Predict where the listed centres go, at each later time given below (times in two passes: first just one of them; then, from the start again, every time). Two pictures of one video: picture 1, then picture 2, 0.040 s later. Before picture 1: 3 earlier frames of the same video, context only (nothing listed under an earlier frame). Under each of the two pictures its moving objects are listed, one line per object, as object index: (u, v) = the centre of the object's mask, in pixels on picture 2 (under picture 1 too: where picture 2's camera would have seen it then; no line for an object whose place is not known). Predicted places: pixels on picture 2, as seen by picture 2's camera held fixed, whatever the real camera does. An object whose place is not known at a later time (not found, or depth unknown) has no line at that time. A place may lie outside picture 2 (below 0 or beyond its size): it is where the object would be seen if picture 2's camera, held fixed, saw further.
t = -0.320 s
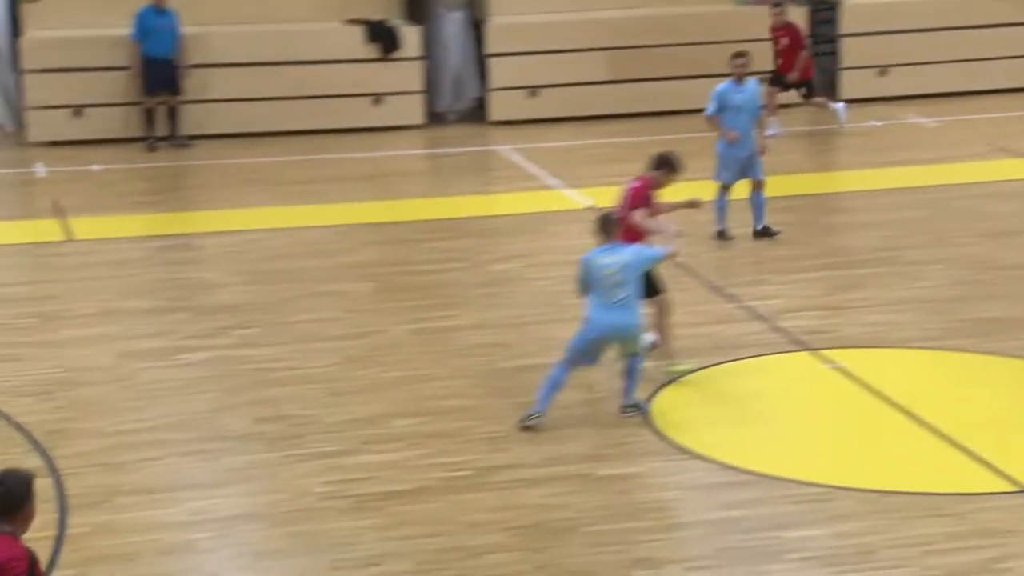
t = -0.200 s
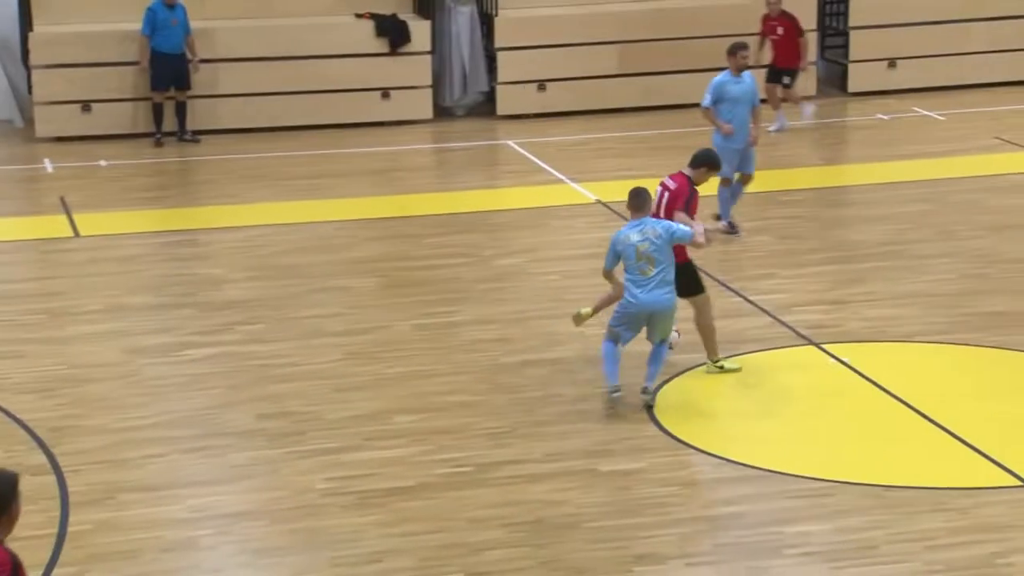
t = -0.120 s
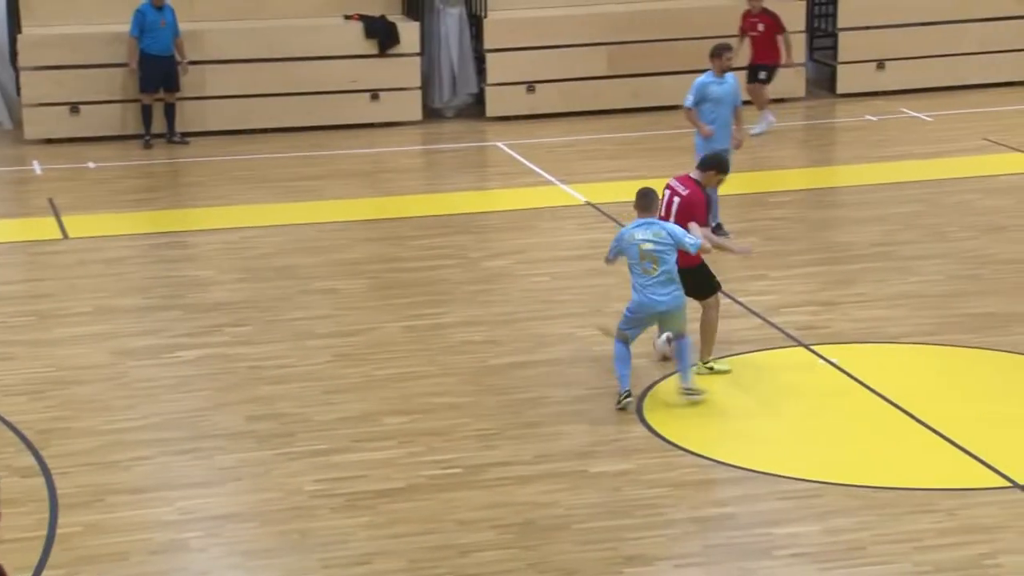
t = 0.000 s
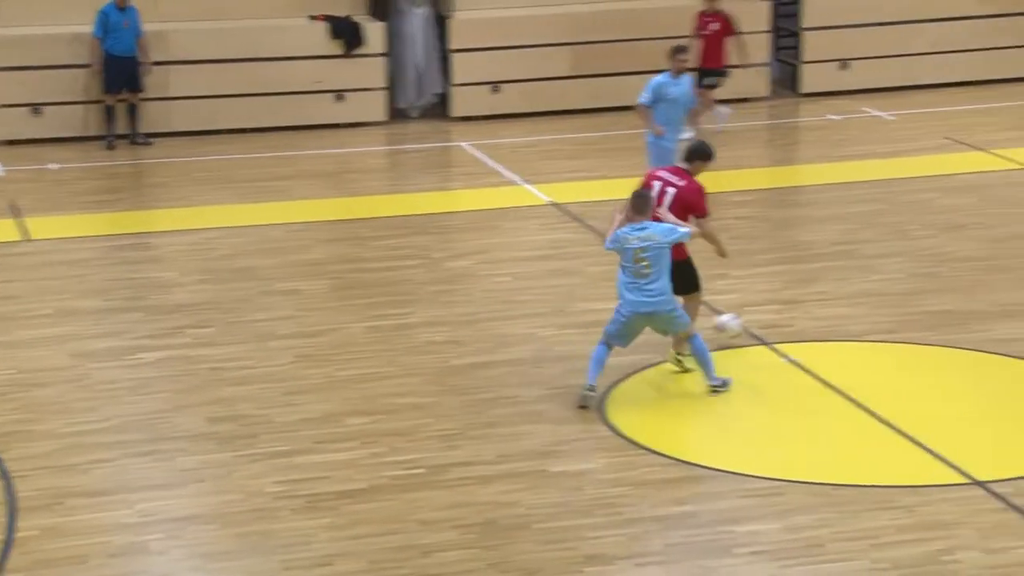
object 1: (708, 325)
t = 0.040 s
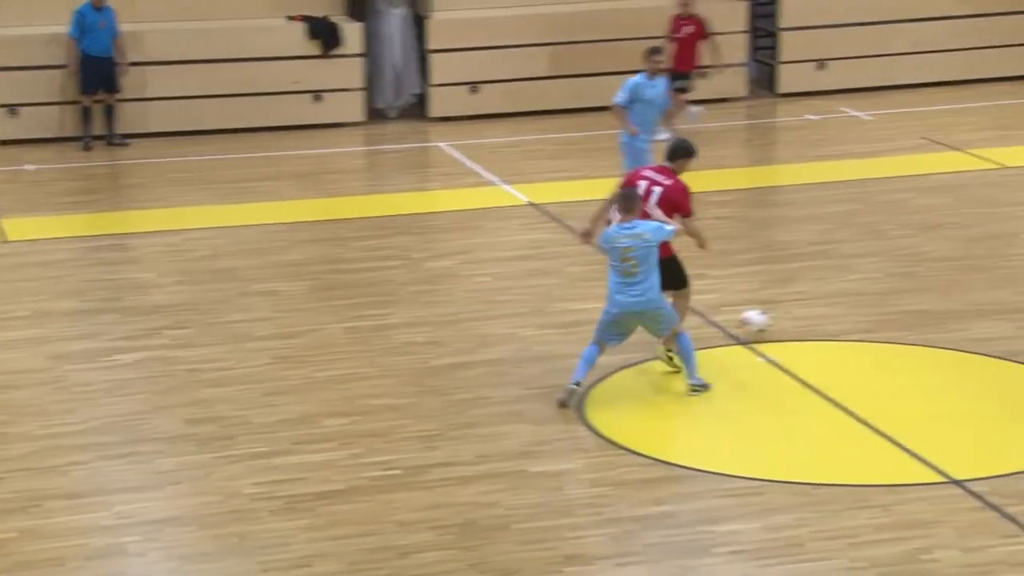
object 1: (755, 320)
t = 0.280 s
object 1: (1010, 300)
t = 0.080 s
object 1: (801, 318)
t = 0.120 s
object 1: (846, 316)
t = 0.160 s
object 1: (888, 310)
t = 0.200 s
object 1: (929, 307)
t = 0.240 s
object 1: (971, 307)
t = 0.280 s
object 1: (1010, 300)
